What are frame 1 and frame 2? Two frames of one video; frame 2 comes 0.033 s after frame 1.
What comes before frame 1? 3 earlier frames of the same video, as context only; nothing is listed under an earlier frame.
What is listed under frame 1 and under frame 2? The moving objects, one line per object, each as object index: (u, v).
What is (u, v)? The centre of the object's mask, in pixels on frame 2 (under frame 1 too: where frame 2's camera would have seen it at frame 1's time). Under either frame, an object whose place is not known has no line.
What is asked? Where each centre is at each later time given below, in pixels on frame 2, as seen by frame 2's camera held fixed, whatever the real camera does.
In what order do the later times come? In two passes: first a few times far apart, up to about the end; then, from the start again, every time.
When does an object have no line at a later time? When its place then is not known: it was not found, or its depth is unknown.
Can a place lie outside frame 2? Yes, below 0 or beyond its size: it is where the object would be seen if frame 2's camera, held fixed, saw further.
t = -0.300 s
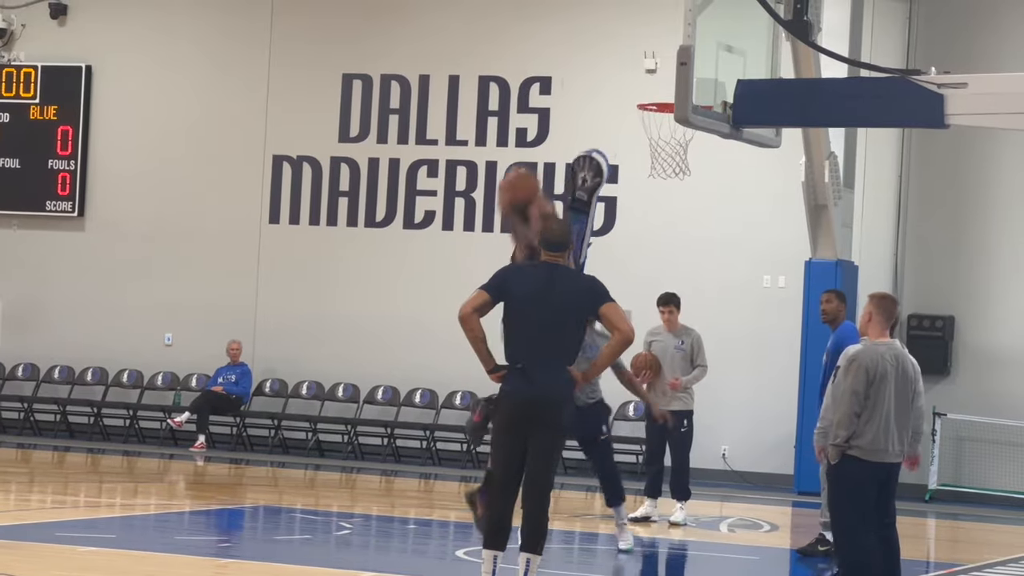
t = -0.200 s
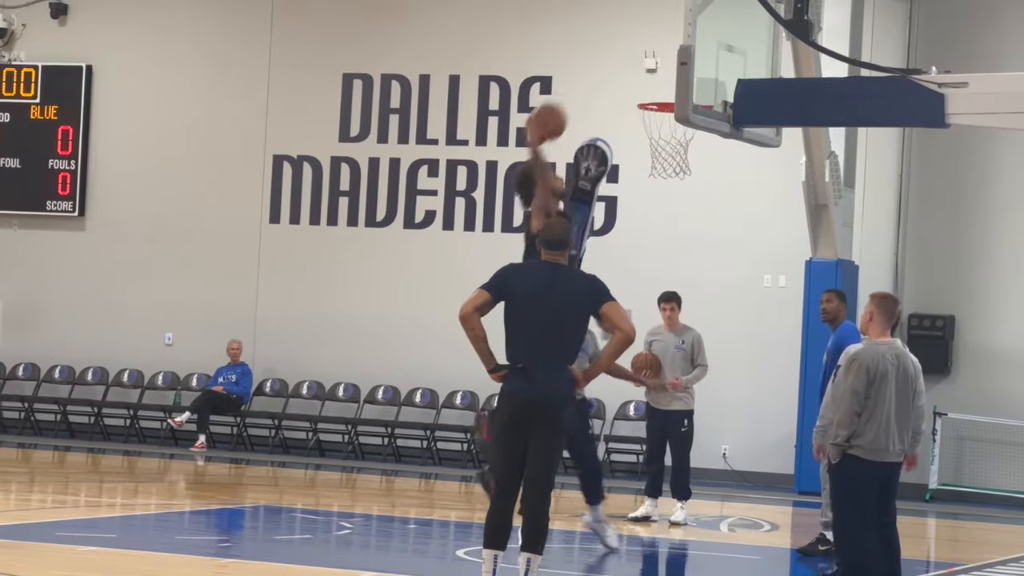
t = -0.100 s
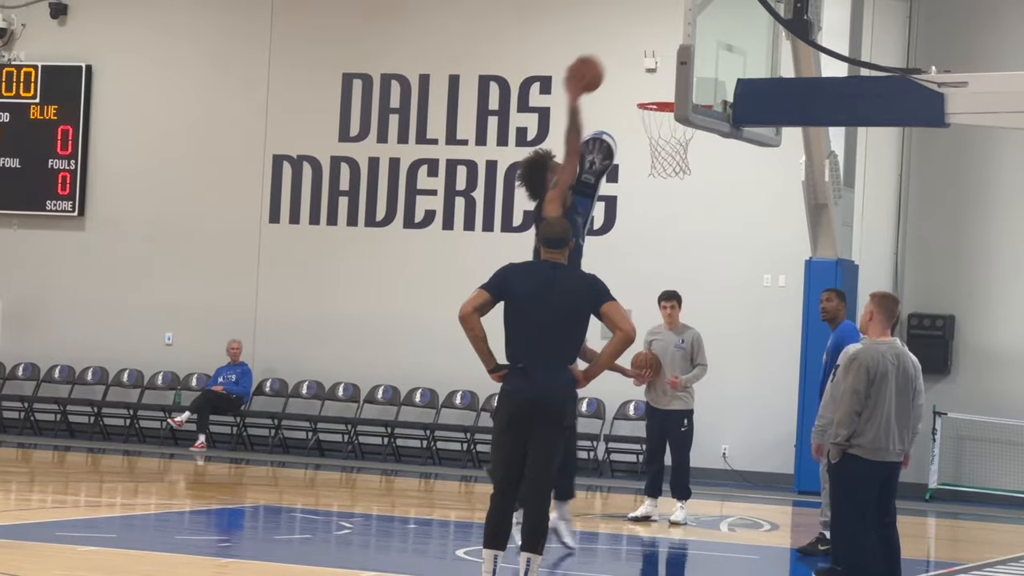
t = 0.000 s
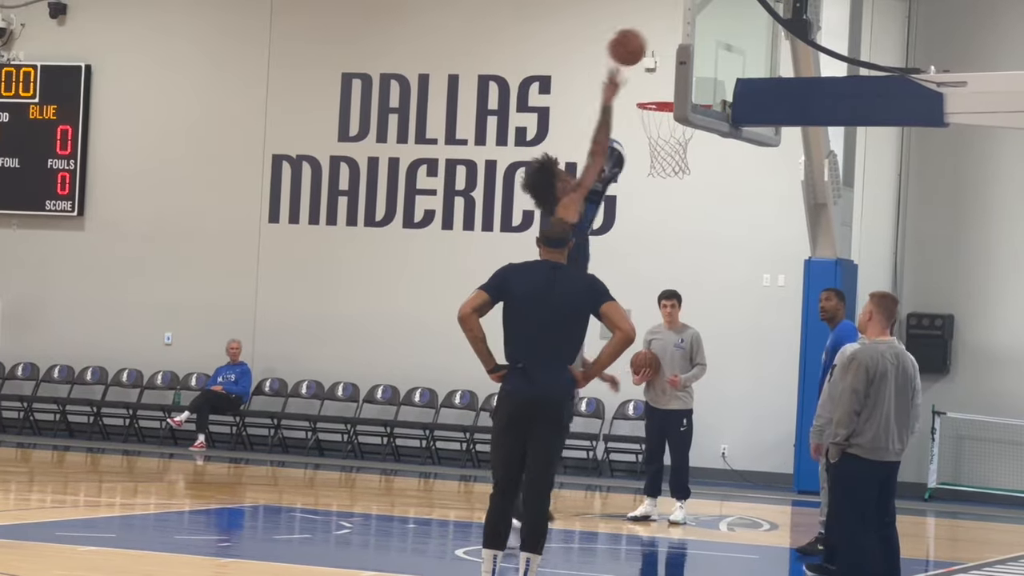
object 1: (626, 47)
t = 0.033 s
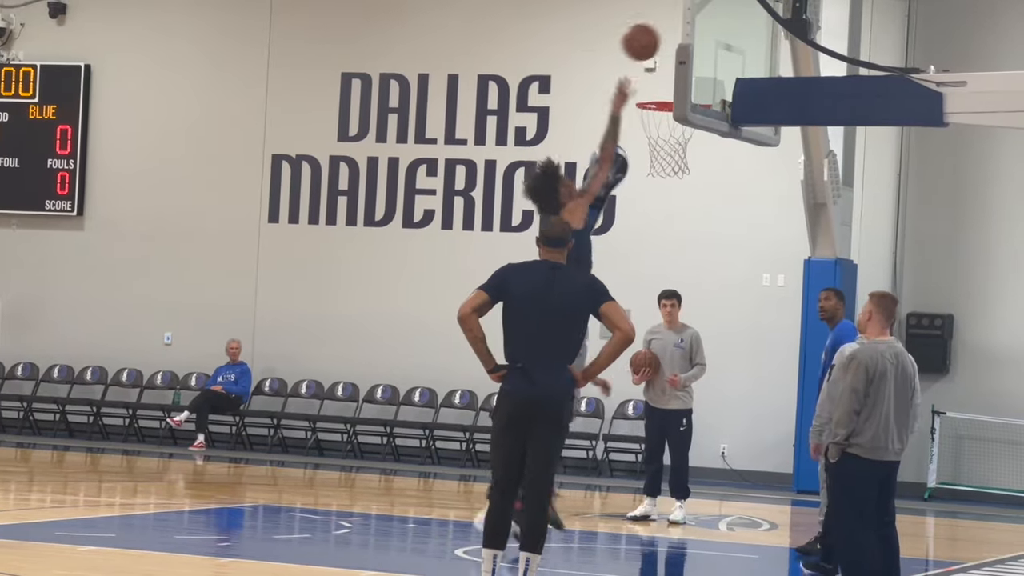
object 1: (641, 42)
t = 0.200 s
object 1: (671, 41)
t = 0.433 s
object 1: (657, 106)
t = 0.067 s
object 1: (655, 39)
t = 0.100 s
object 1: (666, 37)
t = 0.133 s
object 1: (673, 36)
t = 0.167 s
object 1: (673, 38)
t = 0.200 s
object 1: (671, 41)
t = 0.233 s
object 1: (669, 46)
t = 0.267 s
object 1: (667, 53)
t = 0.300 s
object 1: (665, 62)
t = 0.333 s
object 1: (663, 72)
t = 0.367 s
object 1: (661, 83)
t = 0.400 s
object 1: (658, 91)
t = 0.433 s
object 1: (657, 106)
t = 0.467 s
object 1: (663, 119)
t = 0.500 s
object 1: (672, 128)
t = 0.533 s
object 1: (685, 139)
